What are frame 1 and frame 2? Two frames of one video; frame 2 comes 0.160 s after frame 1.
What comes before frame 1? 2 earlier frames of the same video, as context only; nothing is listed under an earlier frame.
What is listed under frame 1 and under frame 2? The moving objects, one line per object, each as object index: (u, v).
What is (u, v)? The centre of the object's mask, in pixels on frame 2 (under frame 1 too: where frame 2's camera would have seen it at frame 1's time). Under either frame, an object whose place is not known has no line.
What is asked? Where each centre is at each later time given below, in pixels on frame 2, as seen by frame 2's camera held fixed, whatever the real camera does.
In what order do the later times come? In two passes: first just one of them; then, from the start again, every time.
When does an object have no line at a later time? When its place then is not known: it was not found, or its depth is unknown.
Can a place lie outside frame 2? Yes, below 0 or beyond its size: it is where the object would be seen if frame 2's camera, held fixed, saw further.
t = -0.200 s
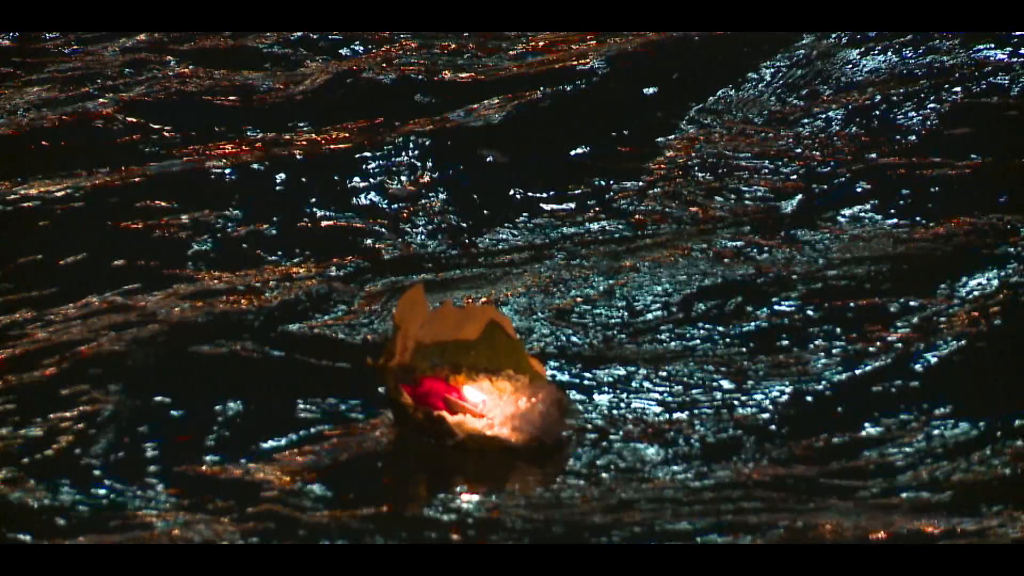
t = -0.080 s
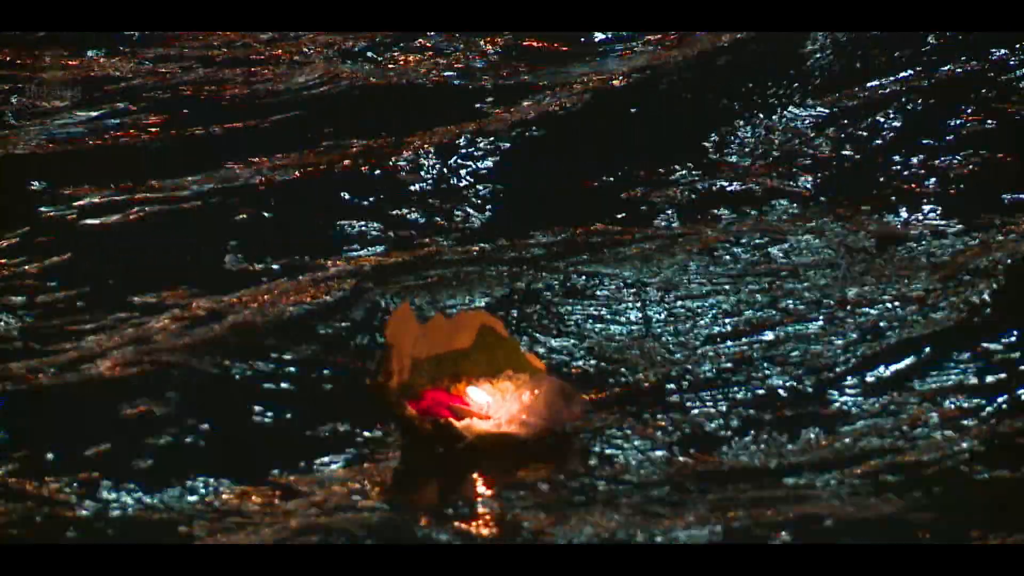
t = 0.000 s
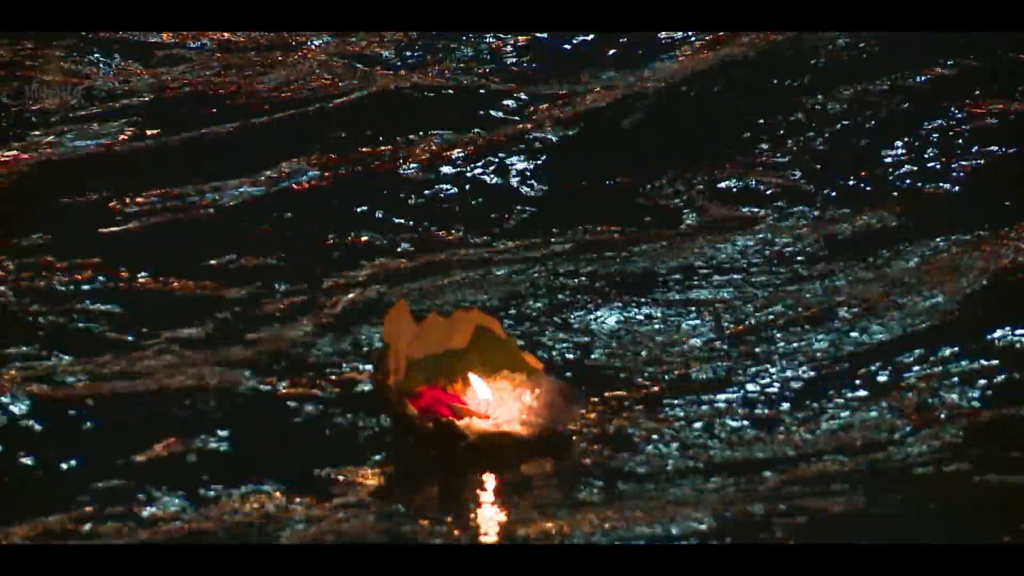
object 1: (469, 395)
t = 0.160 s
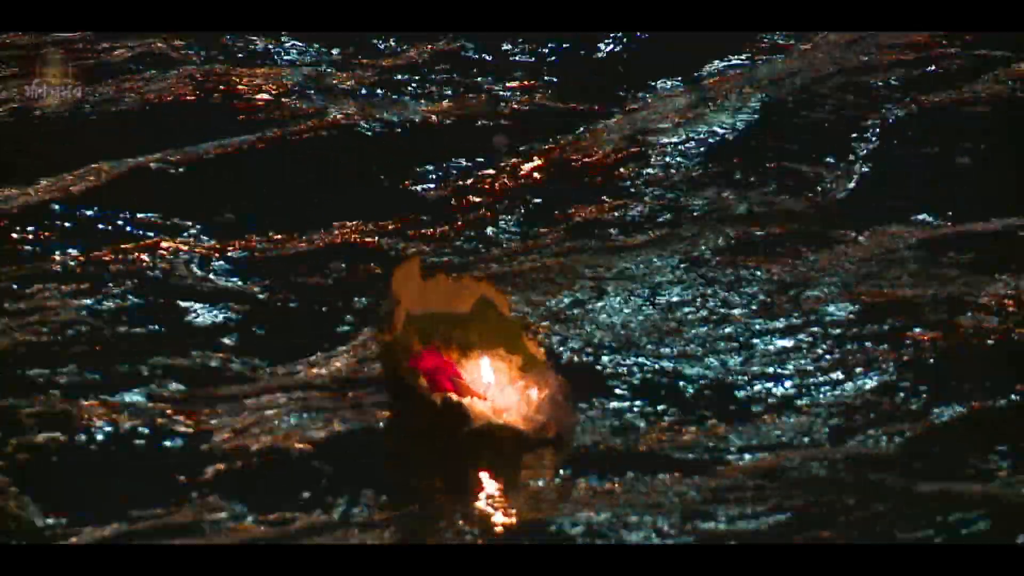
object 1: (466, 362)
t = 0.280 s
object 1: (464, 350)
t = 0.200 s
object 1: (467, 353)
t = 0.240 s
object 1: (467, 349)
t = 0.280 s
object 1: (464, 350)
